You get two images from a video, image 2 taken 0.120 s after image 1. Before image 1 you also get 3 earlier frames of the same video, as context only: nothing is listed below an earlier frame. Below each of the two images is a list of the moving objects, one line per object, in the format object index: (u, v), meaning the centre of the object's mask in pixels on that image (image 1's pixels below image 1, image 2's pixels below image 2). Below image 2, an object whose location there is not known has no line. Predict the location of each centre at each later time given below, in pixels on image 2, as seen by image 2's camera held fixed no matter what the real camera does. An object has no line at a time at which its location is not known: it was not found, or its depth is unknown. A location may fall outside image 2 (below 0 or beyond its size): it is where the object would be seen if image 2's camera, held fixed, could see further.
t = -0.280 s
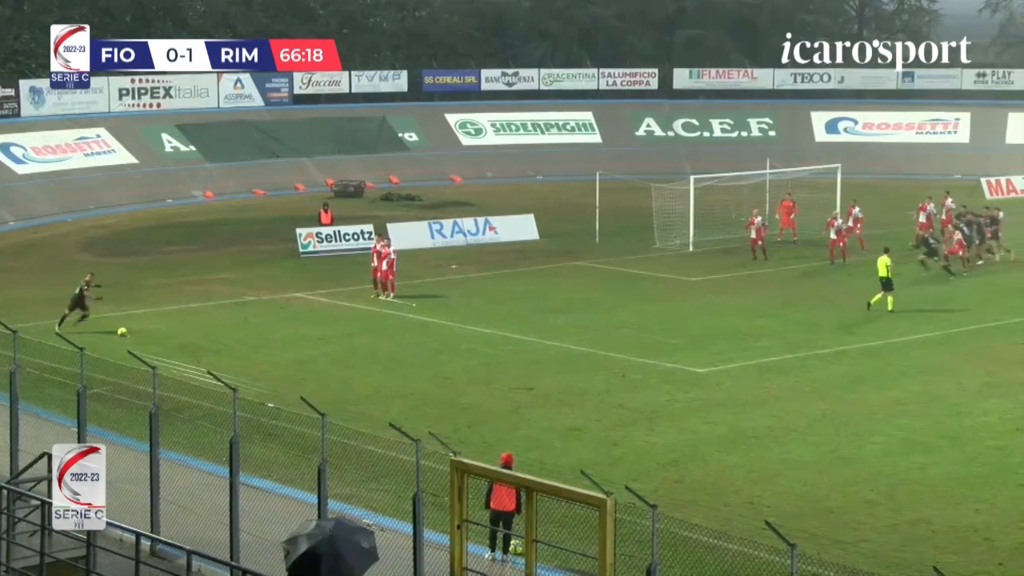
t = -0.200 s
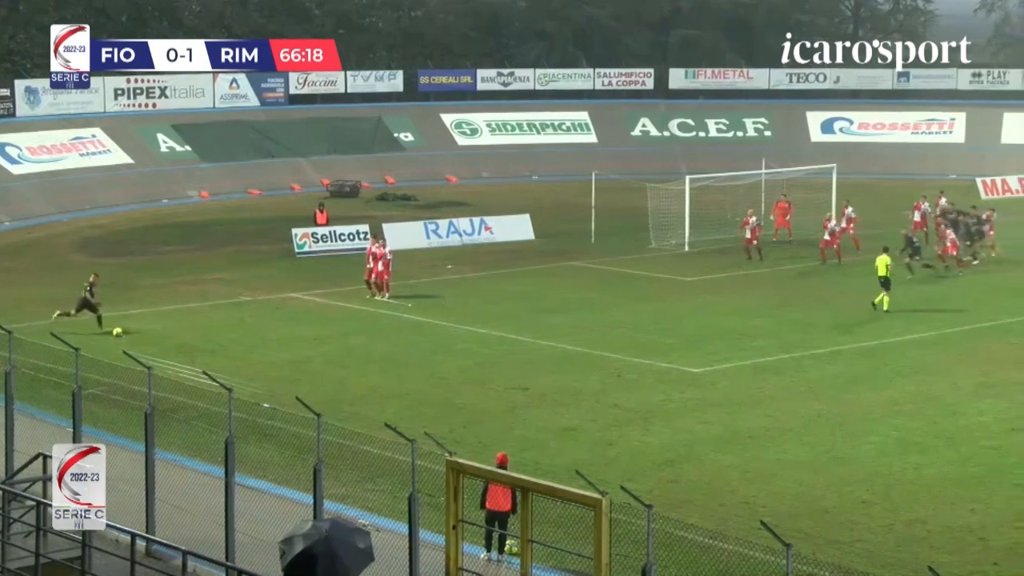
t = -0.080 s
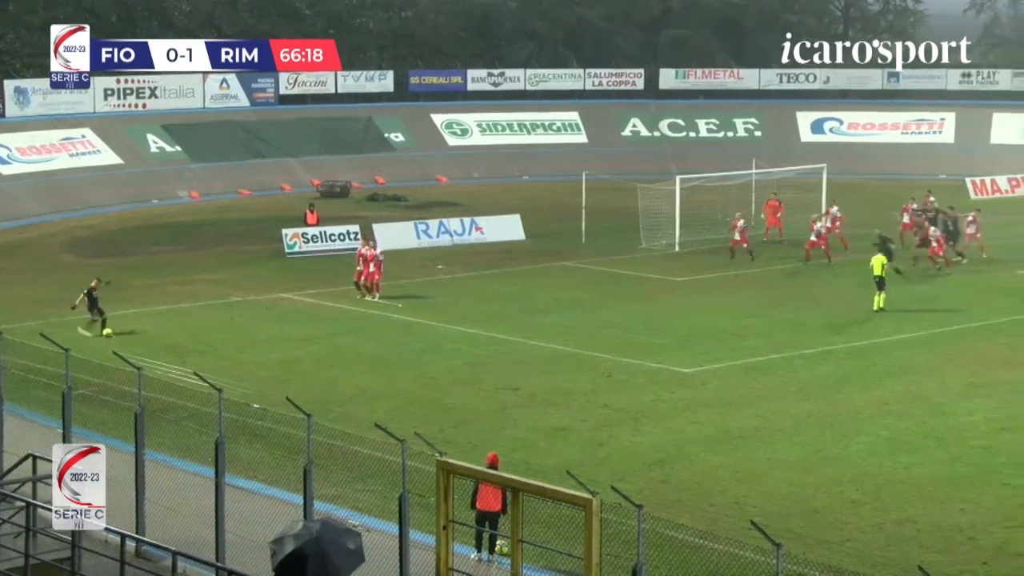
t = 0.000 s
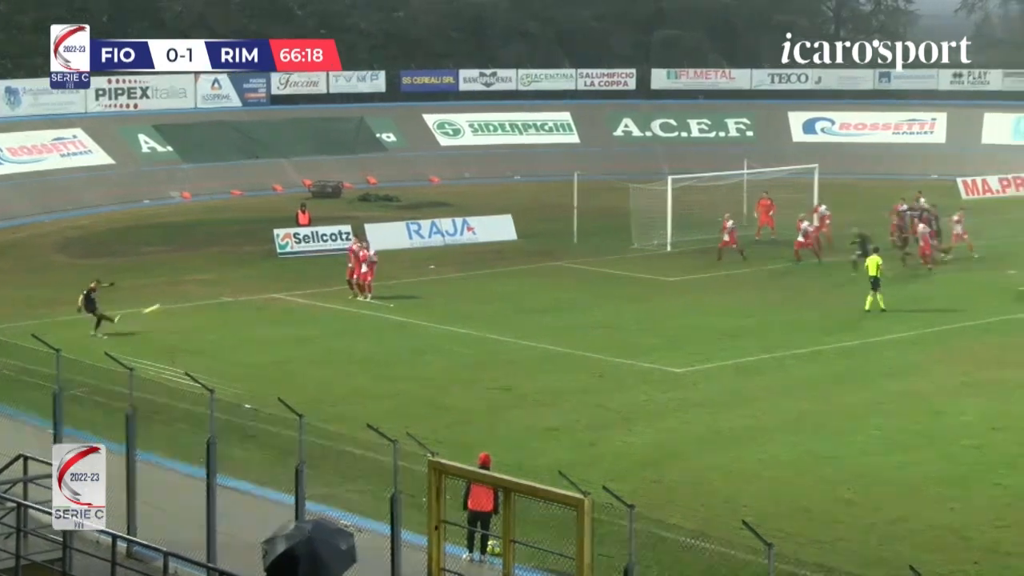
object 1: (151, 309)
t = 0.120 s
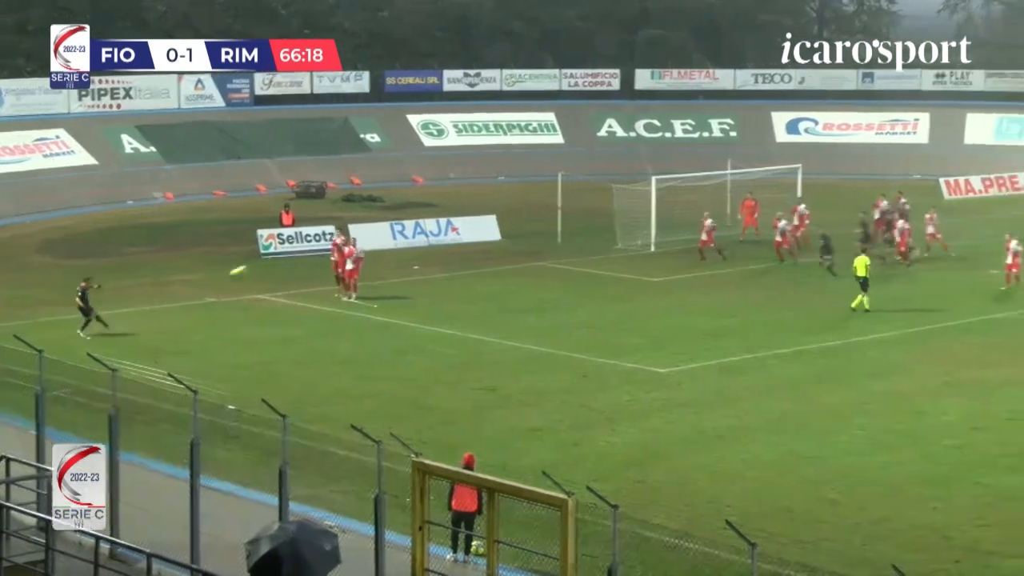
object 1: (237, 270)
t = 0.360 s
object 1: (405, 218)
